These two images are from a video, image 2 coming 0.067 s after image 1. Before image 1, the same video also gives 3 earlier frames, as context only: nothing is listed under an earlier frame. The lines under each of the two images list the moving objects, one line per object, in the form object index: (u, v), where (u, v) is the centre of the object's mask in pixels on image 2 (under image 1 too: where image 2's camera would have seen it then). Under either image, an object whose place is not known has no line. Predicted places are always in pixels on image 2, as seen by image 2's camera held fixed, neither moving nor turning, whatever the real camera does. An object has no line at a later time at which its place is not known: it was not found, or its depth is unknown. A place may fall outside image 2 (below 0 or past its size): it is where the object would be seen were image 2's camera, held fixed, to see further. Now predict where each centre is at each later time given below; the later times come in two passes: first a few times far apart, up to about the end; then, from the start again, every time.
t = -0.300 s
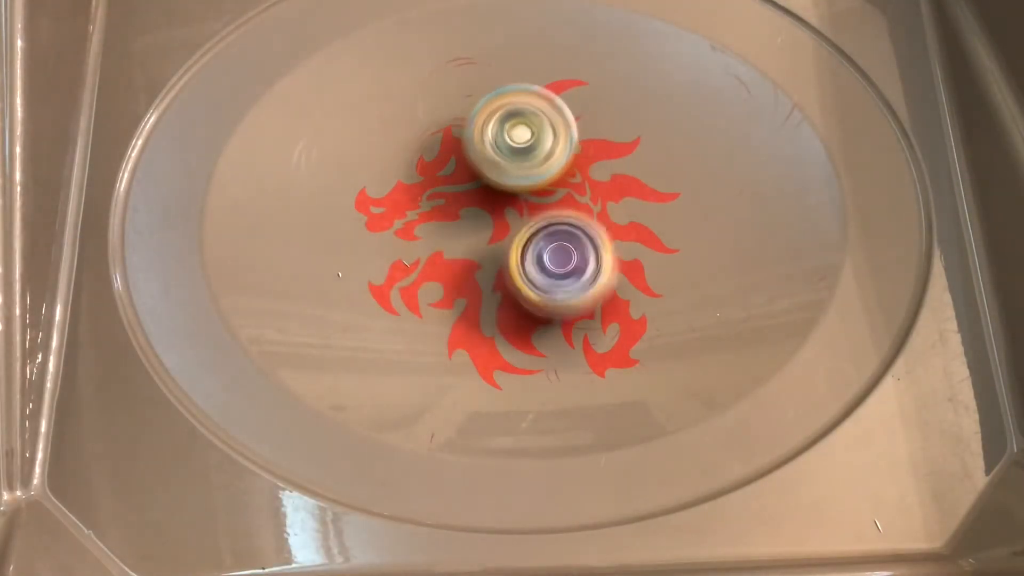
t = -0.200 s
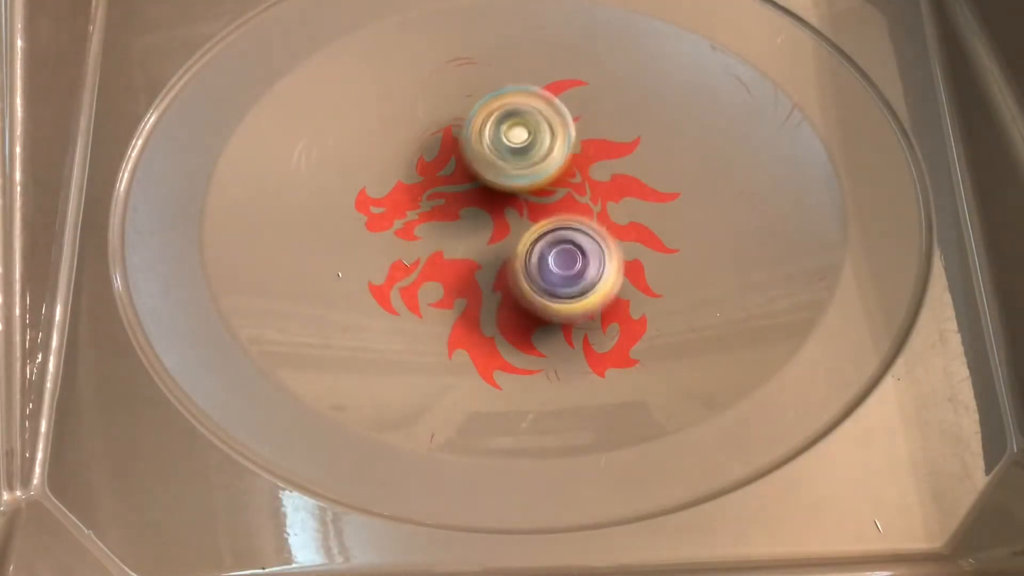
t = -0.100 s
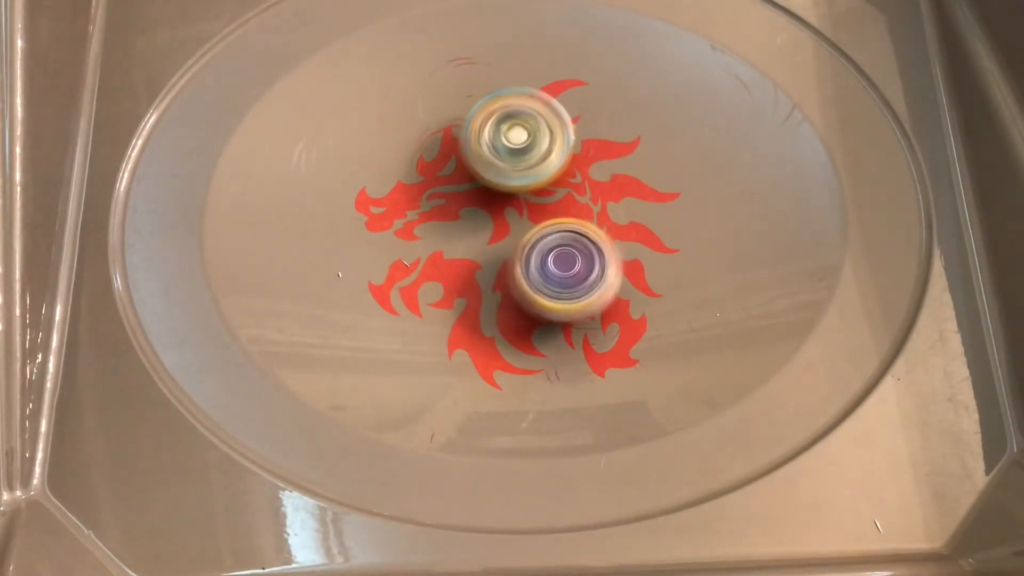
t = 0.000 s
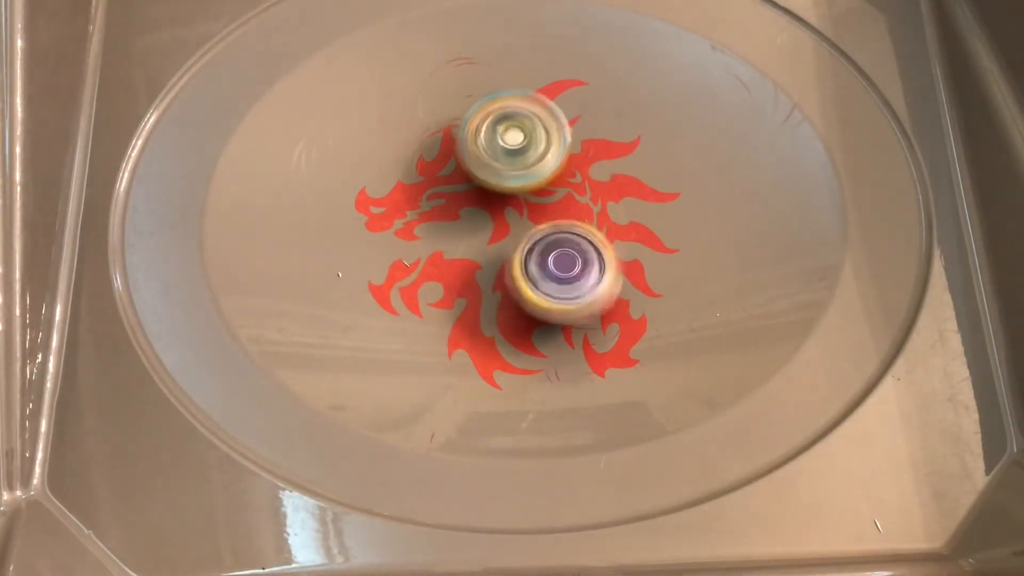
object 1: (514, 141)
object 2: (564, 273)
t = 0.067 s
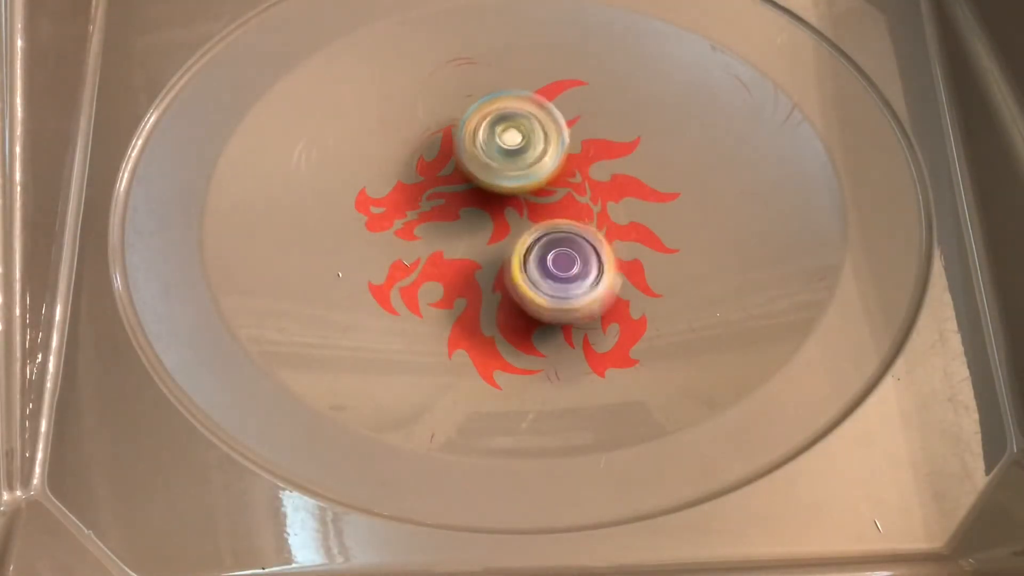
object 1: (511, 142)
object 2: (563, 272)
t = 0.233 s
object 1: (508, 142)
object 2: (559, 265)
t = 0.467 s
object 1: (503, 142)
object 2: (565, 246)
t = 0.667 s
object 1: (501, 144)
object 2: (579, 238)
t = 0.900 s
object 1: (497, 148)
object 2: (587, 240)
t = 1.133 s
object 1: (491, 150)
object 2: (582, 240)
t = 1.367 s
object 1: (485, 146)
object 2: (579, 234)
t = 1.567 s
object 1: (483, 142)
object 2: (583, 236)
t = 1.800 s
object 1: (484, 147)
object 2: (583, 233)
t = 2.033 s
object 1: (480, 150)
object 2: (580, 225)
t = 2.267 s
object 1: (477, 151)
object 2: (585, 218)
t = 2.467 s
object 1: (474, 153)
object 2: (587, 217)
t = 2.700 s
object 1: (474, 157)
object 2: (583, 213)
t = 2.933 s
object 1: (476, 154)
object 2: (582, 213)
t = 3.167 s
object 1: (471, 157)
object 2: (585, 215)
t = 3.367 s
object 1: (469, 167)
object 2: (581, 212)
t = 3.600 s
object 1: (464, 169)
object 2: (580, 206)
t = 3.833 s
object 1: (461, 174)
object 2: (581, 203)
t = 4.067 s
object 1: (458, 179)
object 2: (580, 203)
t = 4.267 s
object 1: (442, 178)
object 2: (582, 204)
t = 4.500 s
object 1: (451, 170)
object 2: (578, 206)
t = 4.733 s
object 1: (455, 166)
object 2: (601, 223)
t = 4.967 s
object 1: (453, 178)
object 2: (605, 242)
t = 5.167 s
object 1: (450, 177)
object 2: (584, 241)
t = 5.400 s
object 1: (460, 185)
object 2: (577, 209)
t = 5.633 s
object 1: (451, 185)
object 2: (598, 197)
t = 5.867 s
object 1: (458, 188)
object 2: (601, 212)
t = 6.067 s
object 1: (444, 188)
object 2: (583, 211)
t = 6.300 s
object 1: (451, 193)
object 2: (575, 188)
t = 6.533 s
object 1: (444, 198)
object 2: (592, 181)
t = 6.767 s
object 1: (458, 202)
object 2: (587, 193)
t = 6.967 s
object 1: (453, 199)
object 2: (569, 189)
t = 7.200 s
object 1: (445, 199)
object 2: (614, 193)
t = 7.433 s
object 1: (453, 201)
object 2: (608, 217)
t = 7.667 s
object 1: (450, 210)
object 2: (567, 207)
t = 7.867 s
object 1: (455, 203)
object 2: (572, 182)
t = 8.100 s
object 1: (465, 224)
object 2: (591, 187)
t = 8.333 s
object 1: (469, 224)
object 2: (575, 200)
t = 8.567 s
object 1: (443, 208)
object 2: (593, 212)
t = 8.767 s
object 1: (452, 229)
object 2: (592, 208)
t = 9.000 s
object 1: (458, 218)
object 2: (591, 200)
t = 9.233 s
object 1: (455, 222)
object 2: (582, 202)
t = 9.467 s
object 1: (471, 215)
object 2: (579, 192)
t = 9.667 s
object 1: (478, 221)
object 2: (585, 181)
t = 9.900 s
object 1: (477, 220)
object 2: (575, 172)
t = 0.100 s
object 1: (511, 142)
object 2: (563, 271)
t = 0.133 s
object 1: (510, 142)
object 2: (560, 270)
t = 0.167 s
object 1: (509, 142)
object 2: (560, 269)
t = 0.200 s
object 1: (508, 142)
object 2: (558, 267)
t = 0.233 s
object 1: (508, 142)
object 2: (559, 265)
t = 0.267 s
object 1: (506, 143)
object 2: (558, 262)
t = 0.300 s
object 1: (506, 142)
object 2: (559, 260)
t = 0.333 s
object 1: (505, 142)
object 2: (559, 256)
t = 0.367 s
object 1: (505, 141)
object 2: (560, 255)
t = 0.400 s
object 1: (504, 142)
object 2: (561, 251)
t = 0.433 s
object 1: (504, 142)
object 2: (562, 250)
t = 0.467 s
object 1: (503, 142)
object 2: (565, 246)
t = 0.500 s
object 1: (503, 142)
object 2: (566, 245)
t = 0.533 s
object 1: (502, 143)
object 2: (569, 242)
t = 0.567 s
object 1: (502, 142)
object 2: (571, 241)
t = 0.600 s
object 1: (501, 143)
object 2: (575, 239)
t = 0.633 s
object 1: (501, 143)
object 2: (576, 238)
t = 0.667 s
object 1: (501, 144)
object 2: (579, 238)
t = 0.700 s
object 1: (501, 144)
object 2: (580, 237)
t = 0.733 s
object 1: (500, 145)
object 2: (583, 238)
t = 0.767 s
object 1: (499, 146)
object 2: (584, 237)
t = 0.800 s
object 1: (499, 147)
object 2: (586, 239)
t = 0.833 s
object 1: (498, 147)
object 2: (586, 239)
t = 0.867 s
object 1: (497, 148)
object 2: (587, 240)
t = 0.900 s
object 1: (497, 148)
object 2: (587, 240)
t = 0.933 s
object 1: (495, 149)
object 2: (588, 241)
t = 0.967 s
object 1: (495, 148)
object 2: (588, 241)
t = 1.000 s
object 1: (494, 149)
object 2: (586, 241)
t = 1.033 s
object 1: (493, 149)
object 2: (587, 241)
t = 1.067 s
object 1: (492, 150)
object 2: (585, 242)
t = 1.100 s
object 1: (491, 149)
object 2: (584, 241)
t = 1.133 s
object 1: (491, 150)
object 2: (582, 240)
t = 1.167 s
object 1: (491, 149)
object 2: (583, 241)
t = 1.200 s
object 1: (490, 150)
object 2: (579, 239)
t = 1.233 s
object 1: (489, 150)
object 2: (579, 238)
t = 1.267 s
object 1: (489, 150)
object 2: (577, 235)
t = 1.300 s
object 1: (489, 150)
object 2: (577, 235)
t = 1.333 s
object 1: (489, 152)
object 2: (574, 231)
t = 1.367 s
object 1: (485, 146)
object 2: (579, 234)
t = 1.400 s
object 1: (484, 141)
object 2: (580, 236)
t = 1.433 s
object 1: (488, 140)
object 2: (581, 237)
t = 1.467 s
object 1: (489, 143)
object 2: (582, 235)
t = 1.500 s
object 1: (488, 146)
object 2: (583, 236)
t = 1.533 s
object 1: (483, 146)
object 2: (582, 236)
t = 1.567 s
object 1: (483, 142)
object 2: (583, 236)
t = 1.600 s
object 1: (485, 142)
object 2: (583, 235)
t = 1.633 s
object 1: (487, 143)
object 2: (583, 236)
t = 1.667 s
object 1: (486, 147)
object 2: (583, 234)
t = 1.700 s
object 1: (482, 147)
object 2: (583, 235)
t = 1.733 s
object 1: (482, 147)
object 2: (584, 234)
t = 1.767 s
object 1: (482, 145)
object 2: (583, 235)
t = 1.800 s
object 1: (484, 147)
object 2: (583, 233)
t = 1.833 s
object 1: (483, 149)
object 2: (581, 233)
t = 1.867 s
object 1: (482, 149)
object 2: (582, 232)
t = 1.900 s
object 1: (480, 148)
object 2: (581, 231)
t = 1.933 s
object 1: (482, 147)
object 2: (582, 230)
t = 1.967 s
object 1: (482, 148)
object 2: (580, 230)
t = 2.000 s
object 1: (482, 149)
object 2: (580, 227)
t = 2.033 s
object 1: (480, 150)
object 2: (580, 225)
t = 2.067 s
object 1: (480, 150)
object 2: (582, 225)
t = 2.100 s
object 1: (479, 150)
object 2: (580, 224)
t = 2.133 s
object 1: (480, 150)
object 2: (582, 220)
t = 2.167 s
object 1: (480, 152)
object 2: (582, 221)
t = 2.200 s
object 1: (478, 151)
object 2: (584, 220)
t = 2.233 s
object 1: (477, 151)
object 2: (583, 219)
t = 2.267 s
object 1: (477, 151)
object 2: (585, 218)
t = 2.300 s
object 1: (477, 151)
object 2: (585, 218)
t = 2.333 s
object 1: (477, 153)
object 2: (586, 219)
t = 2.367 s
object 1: (476, 154)
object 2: (584, 218)
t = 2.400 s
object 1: (474, 154)
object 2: (585, 217)
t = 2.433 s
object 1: (474, 153)
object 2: (586, 216)
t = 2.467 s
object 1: (474, 153)
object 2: (587, 217)
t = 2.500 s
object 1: (474, 154)
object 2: (585, 217)
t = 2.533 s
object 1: (473, 155)
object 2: (586, 216)
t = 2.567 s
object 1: (473, 155)
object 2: (585, 214)
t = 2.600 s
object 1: (472, 155)
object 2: (587, 215)
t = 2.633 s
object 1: (473, 155)
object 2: (584, 215)
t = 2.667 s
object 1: (474, 156)
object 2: (584, 215)
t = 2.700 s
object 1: (474, 157)
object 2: (583, 213)
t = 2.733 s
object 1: (474, 157)
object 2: (585, 214)
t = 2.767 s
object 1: (473, 157)
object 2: (582, 213)
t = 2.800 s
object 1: (474, 158)
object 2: (581, 212)
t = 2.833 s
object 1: (472, 156)
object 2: (583, 212)
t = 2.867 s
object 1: (472, 152)
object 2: (584, 216)
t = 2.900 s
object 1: (476, 153)
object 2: (581, 216)
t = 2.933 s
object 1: (476, 154)
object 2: (582, 213)
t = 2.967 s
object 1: (475, 154)
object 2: (584, 212)
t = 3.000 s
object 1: (473, 154)
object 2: (587, 214)
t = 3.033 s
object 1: (473, 152)
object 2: (583, 216)
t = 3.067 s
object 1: (472, 154)
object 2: (583, 214)
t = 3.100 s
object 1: (472, 155)
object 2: (583, 213)
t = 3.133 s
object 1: (470, 157)
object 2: (587, 212)
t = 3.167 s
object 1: (471, 157)
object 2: (585, 215)
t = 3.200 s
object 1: (473, 157)
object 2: (585, 214)
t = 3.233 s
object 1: (472, 159)
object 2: (582, 214)
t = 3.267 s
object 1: (470, 162)
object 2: (584, 211)
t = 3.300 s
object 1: (469, 161)
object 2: (584, 212)
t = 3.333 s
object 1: (471, 164)
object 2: (583, 212)
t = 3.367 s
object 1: (469, 167)
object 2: (581, 212)
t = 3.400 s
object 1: (466, 167)
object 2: (583, 209)
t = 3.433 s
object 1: (464, 165)
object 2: (582, 210)
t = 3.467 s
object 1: (466, 167)
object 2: (581, 208)
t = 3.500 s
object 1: (465, 169)
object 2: (581, 209)
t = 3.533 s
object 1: (462, 169)
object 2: (580, 206)
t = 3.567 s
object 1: (463, 168)
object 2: (581, 207)
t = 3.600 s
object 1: (464, 169)
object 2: (580, 206)
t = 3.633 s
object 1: (466, 170)
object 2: (581, 206)
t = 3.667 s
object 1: (465, 173)
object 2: (581, 204)
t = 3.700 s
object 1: (463, 174)
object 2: (582, 205)
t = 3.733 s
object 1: (461, 174)
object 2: (580, 204)
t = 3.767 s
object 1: (460, 173)
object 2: (580, 205)
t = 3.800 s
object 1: (462, 173)
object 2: (579, 203)
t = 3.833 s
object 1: (461, 174)
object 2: (581, 203)
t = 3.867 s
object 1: (460, 176)
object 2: (580, 203)
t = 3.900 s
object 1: (458, 176)
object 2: (581, 204)
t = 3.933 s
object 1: (461, 176)
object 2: (580, 203)
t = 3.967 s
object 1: (462, 177)
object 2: (580, 202)
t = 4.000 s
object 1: (461, 179)
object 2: (580, 201)
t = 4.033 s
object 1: (458, 179)
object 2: (583, 201)
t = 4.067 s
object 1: (458, 179)
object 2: (580, 203)
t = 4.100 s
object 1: (459, 181)
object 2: (580, 202)
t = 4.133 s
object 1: (456, 183)
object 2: (581, 202)
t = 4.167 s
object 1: (451, 180)
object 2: (583, 204)
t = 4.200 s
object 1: (450, 178)
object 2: (582, 208)
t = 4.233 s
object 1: (447, 179)
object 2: (581, 206)
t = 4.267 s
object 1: (442, 178)
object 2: (582, 204)
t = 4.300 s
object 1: (441, 173)
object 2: (582, 205)
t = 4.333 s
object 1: (446, 173)
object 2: (582, 206)
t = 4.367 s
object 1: (446, 173)
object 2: (580, 206)
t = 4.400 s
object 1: (446, 173)
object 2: (580, 205)
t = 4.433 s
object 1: (446, 173)
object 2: (580, 206)
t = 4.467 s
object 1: (448, 171)
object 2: (580, 207)
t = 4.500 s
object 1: (451, 170)
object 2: (578, 206)
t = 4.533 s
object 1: (455, 171)
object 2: (578, 205)
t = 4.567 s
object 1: (457, 173)
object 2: (578, 205)
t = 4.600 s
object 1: (462, 176)
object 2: (576, 205)
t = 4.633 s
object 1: (461, 176)
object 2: (578, 205)
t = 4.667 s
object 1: (453, 168)
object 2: (592, 212)
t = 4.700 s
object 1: (452, 166)
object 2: (599, 219)
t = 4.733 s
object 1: (455, 166)
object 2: (601, 223)
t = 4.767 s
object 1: (456, 167)
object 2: (605, 225)
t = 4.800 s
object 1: (457, 171)
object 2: (608, 229)
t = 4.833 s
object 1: (455, 172)
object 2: (611, 232)
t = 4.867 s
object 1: (455, 173)
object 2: (610, 236)
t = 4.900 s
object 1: (454, 174)
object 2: (609, 237)
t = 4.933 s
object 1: (454, 176)
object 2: (608, 240)
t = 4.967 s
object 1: (453, 178)
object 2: (605, 242)
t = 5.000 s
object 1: (451, 181)
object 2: (603, 245)
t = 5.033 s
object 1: (446, 180)
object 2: (598, 245)
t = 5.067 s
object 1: (445, 179)
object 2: (596, 244)
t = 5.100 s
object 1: (446, 177)
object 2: (592, 244)
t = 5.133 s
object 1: (447, 176)
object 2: (588, 242)
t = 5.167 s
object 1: (450, 177)
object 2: (584, 241)
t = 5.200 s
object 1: (449, 178)
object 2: (579, 236)
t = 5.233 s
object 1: (449, 178)
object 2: (580, 233)
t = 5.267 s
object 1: (449, 177)
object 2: (577, 230)
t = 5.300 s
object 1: (450, 177)
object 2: (575, 223)
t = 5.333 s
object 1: (455, 177)
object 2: (575, 219)
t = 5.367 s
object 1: (459, 181)
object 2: (574, 213)
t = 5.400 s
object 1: (460, 185)
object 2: (577, 209)
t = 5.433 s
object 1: (458, 189)
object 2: (578, 206)
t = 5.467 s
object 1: (452, 190)
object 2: (582, 202)
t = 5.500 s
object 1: (449, 188)
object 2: (585, 200)
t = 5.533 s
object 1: (449, 186)
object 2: (589, 198)
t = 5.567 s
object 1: (449, 184)
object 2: (592, 197)
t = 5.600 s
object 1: (450, 184)
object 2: (595, 197)
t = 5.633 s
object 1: (451, 185)
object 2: (598, 197)
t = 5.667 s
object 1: (449, 184)
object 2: (601, 199)
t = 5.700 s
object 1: (448, 183)
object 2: (604, 202)
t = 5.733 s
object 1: (448, 181)
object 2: (605, 203)
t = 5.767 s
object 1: (451, 178)
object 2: (605, 205)
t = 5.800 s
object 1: (456, 180)
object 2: (605, 207)
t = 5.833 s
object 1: (457, 184)
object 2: (603, 211)
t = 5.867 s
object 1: (458, 188)
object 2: (601, 212)
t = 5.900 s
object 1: (456, 194)
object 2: (599, 213)
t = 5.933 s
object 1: (452, 195)
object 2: (596, 214)
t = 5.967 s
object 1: (448, 196)
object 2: (592, 214)
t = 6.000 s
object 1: (443, 195)
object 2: (588, 214)
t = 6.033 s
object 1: (443, 191)
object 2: (585, 212)
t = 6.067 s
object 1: (444, 188)
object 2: (583, 211)
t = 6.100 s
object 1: (445, 187)
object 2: (579, 208)
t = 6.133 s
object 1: (449, 186)
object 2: (578, 205)
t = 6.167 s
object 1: (450, 188)
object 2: (574, 202)
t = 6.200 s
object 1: (451, 189)
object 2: (572, 197)
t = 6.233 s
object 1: (452, 191)
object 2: (573, 194)
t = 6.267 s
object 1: (451, 193)
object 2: (574, 190)
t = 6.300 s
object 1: (451, 193)
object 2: (575, 188)
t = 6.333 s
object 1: (452, 194)
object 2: (575, 186)
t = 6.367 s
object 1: (450, 195)
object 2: (577, 183)
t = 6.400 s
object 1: (450, 195)
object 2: (581, 180)
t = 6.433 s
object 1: (450, 197)
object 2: (586, 179)
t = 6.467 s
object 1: (447, 198)
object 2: (588, 180)
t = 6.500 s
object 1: (446, 198)
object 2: (590, 181)
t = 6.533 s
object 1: (444, 198)
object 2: (592, 181)
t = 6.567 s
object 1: (443, 195)
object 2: (593, 184)
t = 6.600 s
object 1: (444, 193)
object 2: (594, 185)
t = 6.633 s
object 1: (446, 192)
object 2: (595, 187)
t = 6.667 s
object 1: (450, 190)
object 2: (593, 189)
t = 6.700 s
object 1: (455, 194)
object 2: (591, 190)
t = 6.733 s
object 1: (458, 198)
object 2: (589, 192)
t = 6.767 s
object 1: (458, 202)
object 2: (587, 193)
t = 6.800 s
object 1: (455, 208)
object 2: (585, 194)
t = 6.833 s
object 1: (450, 209)
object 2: (580, 195)
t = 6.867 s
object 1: (446, 207)
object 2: (576, 193)
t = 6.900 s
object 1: (447, 204)
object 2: (573, 192)
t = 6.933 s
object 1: (450, 201)
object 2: (571, 191)
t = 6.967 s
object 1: (453, 199)
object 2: (569, 189)
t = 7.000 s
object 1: (444, 198)
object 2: (577, 190)
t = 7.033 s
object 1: (437, 194)
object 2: (587, 190)
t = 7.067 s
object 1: (438, 193)
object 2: (594, 190)
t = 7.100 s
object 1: (438, 190)
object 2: (600, 188)
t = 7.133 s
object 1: (443, 193)
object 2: (606, 189)
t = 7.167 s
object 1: (446, 196)
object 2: (610, 191)
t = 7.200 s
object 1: (445, 199)
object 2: (614, 193)
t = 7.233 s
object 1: (444, 197)
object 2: (616, 197)
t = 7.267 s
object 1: (445, 195)
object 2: (618, 200)
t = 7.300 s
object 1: (447, 193)
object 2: (619, 203)
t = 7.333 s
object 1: (449, 194)
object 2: (617, 208)
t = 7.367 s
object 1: (449, 198)
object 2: (616, 210)
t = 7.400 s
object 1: (451, 200)
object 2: (615, 214)
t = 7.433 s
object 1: (453, 201)
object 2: (608, 217)
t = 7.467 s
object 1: (453, 203)
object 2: (604, 218)
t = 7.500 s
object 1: (452, 205)
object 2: (599, 220)
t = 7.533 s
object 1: (451, 208)
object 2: (592, 219)
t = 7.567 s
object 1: (452, 210)
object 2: (585, 218)
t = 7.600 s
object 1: (450, 211)
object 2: (579, 216)
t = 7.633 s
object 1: (450, 210)
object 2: (573, 212)
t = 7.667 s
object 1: (450, 210)
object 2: (567, 207)
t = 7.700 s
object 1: (453, 211)
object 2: (561, 203)
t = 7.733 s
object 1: (457, 213)
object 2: (560, 197)
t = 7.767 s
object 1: (457, 219)
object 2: (562, 192)
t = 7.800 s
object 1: (453, 219)
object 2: (565, 189)
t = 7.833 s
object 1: (451, 209)
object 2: (570, 185)
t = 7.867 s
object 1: (455, 203)
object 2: (572, 182)
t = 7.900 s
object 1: (460, 203)
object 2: (576, 179)
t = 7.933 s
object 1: (465, 207)
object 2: (581, 178)
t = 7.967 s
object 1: (465, 213)
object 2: (585, 179)
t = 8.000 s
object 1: (463, 218)
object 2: (588, 181)
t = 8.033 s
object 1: (459, 221)
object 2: (592, 182)
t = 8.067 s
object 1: (463, 221)
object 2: (593, 185)
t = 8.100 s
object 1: (465, 224)
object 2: (591, 187)
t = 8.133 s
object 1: (466, 225)
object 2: (592, 190)
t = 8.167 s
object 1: (467, 225)
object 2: (592, 193)
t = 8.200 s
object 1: (468, 224)
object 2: (588, 196)
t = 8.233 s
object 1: (472, 220)
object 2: (585, 197)
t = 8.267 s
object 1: (469, 221)
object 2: (582, 200)
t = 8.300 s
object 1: (469, 222)
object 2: (575, 199)
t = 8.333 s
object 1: (469, 224)
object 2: (575, 200)
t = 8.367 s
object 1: (461, 224)
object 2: (584, 203)
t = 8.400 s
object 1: (454, 216)
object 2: (587, 210)
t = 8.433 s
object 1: (453, 209)
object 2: (587, 211)
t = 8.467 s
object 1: (453, 206)
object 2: (587, 213)
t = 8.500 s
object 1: (451, 204)
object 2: (588, 213)
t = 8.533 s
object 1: (448, 206)
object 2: (591, 212)
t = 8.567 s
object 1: (443, 208)
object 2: (593, 212)
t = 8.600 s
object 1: (440, 209)
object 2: (596, 214)
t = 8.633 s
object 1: (441, 211)
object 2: (594, 216)
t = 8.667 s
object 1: (444, 214)
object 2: (593, 216)
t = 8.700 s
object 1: (448, 216)
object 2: (591, 213)
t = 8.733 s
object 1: (451, 221)
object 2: (591, 211)
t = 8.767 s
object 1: (452, 229)
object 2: (592, 208)
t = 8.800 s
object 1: (451, 234)
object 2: (594, 207)
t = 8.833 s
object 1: (450, 233)
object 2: (594, 206)
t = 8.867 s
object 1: (448, 230)
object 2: (591, 205)
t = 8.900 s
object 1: (449, 227)
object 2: (591, 202)
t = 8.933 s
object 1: (451, 223)
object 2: (591, 201)
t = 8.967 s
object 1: (455, 220)
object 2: (591, 201)
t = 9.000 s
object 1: (458, 218)
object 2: (591, 200)
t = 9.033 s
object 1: (464, 219)
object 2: (591, 201)
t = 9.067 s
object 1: (467, 218)
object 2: (589, 201)
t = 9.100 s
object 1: (469, 220)
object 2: (586, 200)
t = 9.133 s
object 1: (468, 224)
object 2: (585, 198)
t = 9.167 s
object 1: (463, 224)
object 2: (584, 198)
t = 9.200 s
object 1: (458, 224)
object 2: (585, 200)
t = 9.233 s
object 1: (455, 222)
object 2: (582, 202)
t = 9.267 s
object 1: (454, 219)
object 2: (579, 202)
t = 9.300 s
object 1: (455, 216)
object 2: (576, 199)
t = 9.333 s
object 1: (459, 214)
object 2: (574, 197)
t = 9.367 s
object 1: (462, 213)
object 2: (576, 193)
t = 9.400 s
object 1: (466, 213)
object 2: (579, 193)
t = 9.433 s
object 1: (471, 214)
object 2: (580, 192)
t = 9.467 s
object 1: (471, 215)
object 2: (579, 192)
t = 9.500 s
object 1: (473, 217)
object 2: (580, 189)
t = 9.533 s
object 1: (476, 218)
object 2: (579, 184)
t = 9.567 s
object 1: (478, 220)
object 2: (580, 183)
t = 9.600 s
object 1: (478, 221)
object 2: (581, 180)
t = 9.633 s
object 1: (478, 221)
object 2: (585, 180)
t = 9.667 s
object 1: (478, 221)
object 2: (585, 181)
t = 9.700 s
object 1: (478, 221)
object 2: (582, 184)
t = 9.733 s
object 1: (477, 220)
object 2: (579, 183)
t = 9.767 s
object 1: (477, 220)
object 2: (576, 181)
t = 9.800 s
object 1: (477, 220)
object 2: (575, 178)
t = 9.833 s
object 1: (477, 220)
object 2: (571, 174)
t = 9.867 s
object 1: (477, 220)
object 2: (575, 173)
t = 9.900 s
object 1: (477, 220)
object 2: (575, 172)
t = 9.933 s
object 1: (477, 220)
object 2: (575, 173)
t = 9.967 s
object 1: (477, 220)
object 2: (571, 171)
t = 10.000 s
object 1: (477, 220)
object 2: (569, 168)
